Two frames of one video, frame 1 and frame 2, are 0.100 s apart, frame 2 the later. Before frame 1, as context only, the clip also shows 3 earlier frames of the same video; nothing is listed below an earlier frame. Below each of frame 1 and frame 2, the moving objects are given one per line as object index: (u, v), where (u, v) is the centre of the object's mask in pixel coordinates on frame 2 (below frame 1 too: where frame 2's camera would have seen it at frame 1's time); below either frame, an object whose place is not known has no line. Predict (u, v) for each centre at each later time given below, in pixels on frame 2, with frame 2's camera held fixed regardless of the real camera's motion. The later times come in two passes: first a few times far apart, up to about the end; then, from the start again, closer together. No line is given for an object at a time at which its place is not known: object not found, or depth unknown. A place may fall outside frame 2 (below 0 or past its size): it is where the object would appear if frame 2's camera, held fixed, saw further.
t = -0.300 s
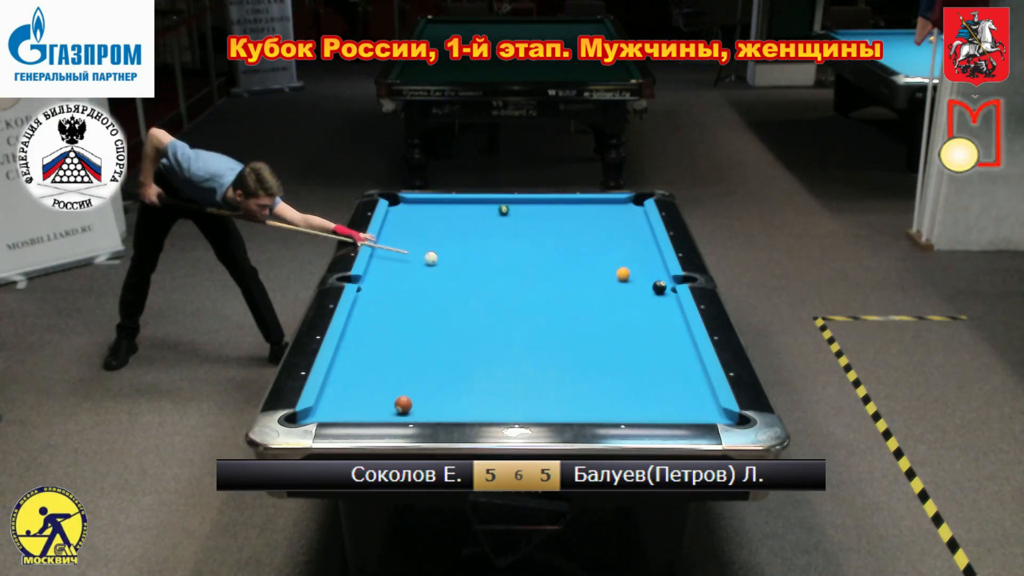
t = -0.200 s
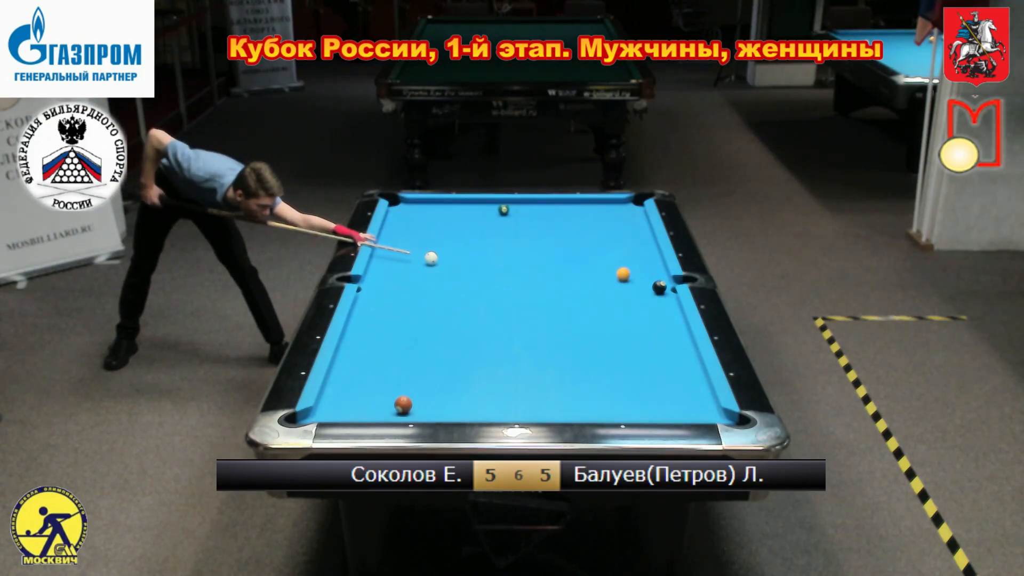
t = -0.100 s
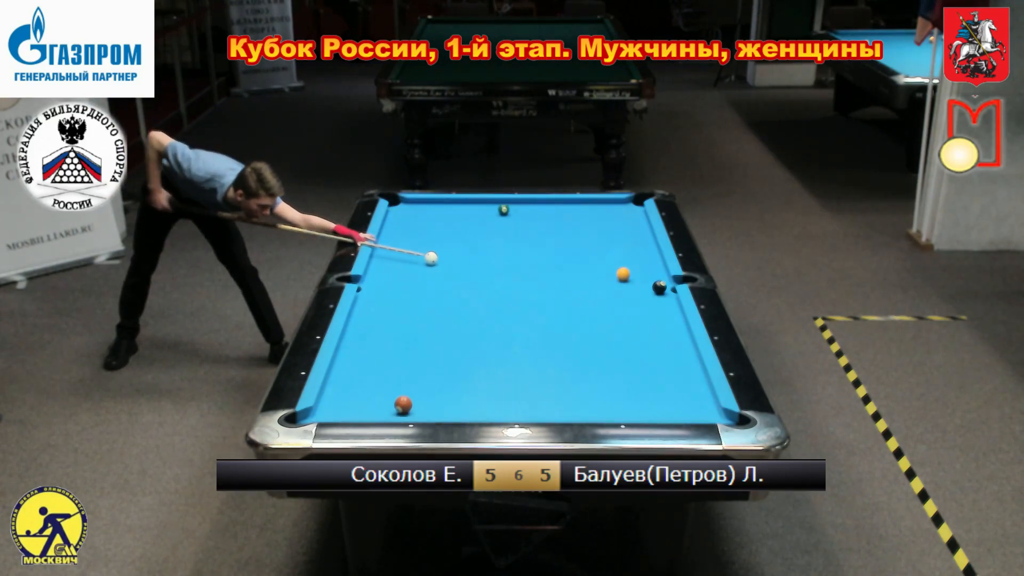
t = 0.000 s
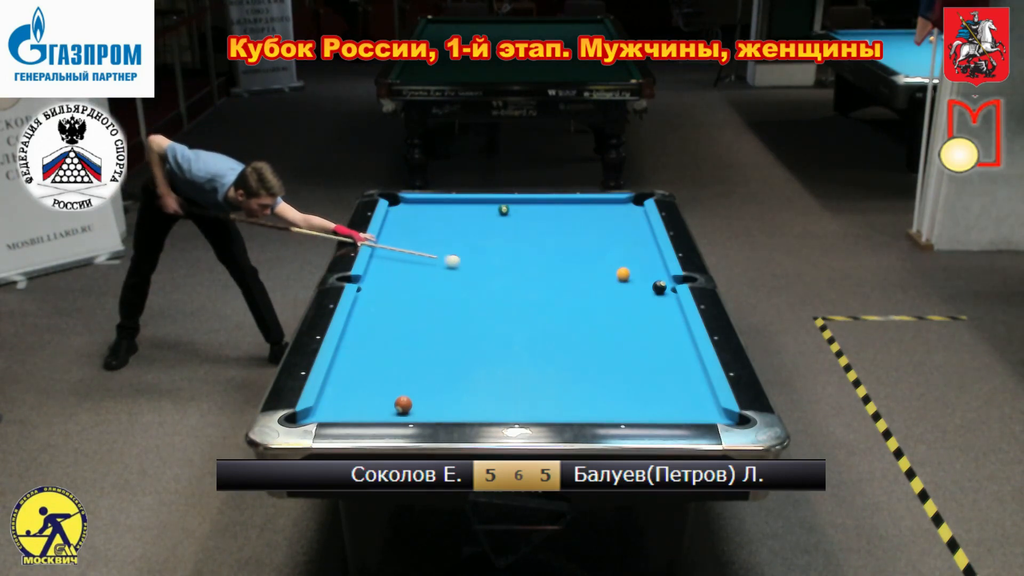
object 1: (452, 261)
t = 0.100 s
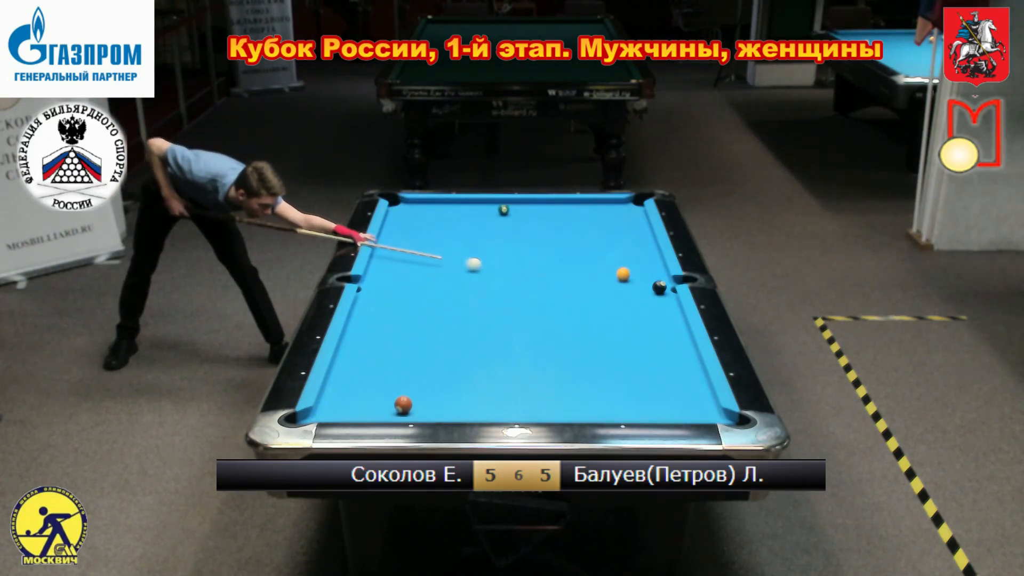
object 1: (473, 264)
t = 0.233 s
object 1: (502, 269)
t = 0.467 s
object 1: (553, 276)
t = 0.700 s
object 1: (605, 284)
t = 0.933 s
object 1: (653, 292)
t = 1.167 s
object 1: (665, 302)
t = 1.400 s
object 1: (652, 311)
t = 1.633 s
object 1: (639, 319)
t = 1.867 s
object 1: (627, 327)
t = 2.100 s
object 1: (613, 336)
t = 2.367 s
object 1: (599, 345)
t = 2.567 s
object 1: (588, 352)
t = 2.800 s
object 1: (576, 359)
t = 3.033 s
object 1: (564, 367)
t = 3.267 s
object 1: (552, 374)
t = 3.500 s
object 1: (541, 381)
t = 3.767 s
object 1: (528, 389)
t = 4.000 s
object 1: (517, 395)
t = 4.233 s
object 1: (507, 402)
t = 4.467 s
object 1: (497, 407)
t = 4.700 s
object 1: (488, 410)
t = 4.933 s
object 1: (480, 412)
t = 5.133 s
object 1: (477, 410)
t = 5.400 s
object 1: (473, 408)
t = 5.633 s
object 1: (470, 408)
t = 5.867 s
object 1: (468, 407)
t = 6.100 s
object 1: (467, 407)
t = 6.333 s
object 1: (467, 407)
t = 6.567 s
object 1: (468, 407)
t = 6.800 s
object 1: (468, 407)
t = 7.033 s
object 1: (468, 407)
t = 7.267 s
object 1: (468, 407)
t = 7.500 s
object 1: (468, 407)
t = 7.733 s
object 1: (468, 407)
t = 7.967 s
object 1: (467, 407)
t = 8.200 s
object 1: (467, 407)
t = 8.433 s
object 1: (468, 407)
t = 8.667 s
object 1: (468, 407)
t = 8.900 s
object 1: (467, 407)
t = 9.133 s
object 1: (467, 407)
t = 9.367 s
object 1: (467, 407)
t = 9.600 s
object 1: (467, 407)
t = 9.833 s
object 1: (467, 407)
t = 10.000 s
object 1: (467, 407)
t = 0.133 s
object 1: (480, 266)
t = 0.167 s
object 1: (488, 267)
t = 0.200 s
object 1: (495, 267)
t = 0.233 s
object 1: (502, 269)
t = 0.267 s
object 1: (509, 269)
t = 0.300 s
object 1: (516, 271)
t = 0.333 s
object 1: (524, 272)
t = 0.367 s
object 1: (531, 273)
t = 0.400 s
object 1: (538, 274)
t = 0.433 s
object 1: (546, 275)
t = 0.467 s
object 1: (553, 276)
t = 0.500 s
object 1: (560, 277)
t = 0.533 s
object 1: (568, 278)
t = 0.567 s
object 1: (575, 279)
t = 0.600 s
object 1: (582, 280)
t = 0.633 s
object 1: (590, 281)
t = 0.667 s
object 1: (597, 282)
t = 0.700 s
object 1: (605, 284)
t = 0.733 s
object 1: (612, 285)
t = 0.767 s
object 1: (619, 286)
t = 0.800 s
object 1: (628, 287)
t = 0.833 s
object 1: (635, 288)
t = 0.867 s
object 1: (642, 289)
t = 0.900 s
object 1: (649, 291)
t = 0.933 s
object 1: (653, 292)
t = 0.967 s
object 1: (658, 294)
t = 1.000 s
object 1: (663, 296)
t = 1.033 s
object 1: (667, 297)
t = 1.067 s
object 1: (671, 299)
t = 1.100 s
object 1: (669, 300)
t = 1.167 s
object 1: (665, 302)
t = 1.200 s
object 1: (663, 304)
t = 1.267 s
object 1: (660, 306)
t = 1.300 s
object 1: (658, 307)
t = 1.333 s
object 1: (656, 308)
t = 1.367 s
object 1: (654, 309)
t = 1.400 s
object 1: (652, 311)
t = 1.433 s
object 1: (650, 312)
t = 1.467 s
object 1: (648, 313)
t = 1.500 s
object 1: (647, 314)
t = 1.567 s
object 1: (643, 317)
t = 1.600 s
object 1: (641, 318)
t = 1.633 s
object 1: (639, 319)
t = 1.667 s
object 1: (637, 320)
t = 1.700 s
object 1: (636, 322)
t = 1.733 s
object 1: (634, 323)
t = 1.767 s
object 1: (632, 324)
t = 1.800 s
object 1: (630, 325)
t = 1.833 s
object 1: (628, 326)
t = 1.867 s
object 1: (627, 327)
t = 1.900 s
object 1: (624, 328)
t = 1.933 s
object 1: (623, 330)
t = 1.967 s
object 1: (621, 331)
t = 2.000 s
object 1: (619, 332)
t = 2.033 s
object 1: (617, 333)
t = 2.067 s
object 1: (615, 334)
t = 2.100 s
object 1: (613, 336)
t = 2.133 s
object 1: (612, 337)
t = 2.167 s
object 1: (610, 338)
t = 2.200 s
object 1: (608, 339)
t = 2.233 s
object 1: (606, 340)
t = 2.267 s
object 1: (604, 341)
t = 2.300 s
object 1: (603, 343)
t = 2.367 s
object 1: (599, 345)
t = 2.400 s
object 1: (597, 346)
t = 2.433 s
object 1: (595, 347)
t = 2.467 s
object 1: (594, 348)
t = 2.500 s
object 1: (592, 349)
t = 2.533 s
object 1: (590, 350)
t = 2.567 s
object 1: (588, 352)
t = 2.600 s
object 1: (586, 353)
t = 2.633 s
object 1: (585, 354)
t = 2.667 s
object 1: (583, 355)
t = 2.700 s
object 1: (581, 356)
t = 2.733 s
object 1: (579, 357)
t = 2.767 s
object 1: (578, 358)
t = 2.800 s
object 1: (576, 359)
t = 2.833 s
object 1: (574, 360)
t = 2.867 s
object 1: (572, 362)
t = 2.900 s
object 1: (571, 362)
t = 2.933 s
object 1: (569, 364)
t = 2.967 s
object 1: (567, 365)
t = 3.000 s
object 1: (566, 366)
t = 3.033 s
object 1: (564, 367)
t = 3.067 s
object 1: (562, 368)
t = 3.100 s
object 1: (560, 369)
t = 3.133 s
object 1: (559, 370)
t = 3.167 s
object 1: (557, 371)
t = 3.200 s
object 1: (555, 372)
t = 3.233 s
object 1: (554, 373)
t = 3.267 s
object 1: (552, 374)
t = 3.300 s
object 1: (551, 375)
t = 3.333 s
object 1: (549, 376)
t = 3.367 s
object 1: (547, 377)
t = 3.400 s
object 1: (545, 378)
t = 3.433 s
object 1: (544, 379)
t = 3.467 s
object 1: (542, 380)
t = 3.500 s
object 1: (541, 381)
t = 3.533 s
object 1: (539, 382)
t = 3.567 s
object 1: (537, 383)
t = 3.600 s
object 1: (536, 384)
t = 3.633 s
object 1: (534, 385)
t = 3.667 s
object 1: (532, 386)
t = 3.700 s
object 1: (531, 387)
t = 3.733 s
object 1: (529, 388)
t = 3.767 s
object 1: (528, 389)
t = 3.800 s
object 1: (526, 390)
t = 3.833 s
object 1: (525, 391)
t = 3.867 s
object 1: (523, 392)
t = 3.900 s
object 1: (522, 393)
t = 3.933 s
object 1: (520, 394)
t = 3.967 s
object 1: (519, 395)
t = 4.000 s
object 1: (517, 395)
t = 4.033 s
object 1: (515, 396)
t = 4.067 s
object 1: (514, 397)
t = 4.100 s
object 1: (512, 398)
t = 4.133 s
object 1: (511, 399)
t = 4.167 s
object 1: (510, 400)
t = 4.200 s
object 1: (508, 401)
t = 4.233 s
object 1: (507, 402)
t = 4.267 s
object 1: (505, 402)
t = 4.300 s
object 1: (504, 403)
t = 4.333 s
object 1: (502, 404)
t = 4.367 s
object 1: (501, 405)
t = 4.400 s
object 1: (500, 406)
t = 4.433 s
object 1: (498, 407)
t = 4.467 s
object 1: (497, 407)
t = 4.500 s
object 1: (496, 407)
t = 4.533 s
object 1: (495, 408)
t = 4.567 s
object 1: (493, 408)
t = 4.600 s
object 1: (492, 409)
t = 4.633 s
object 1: (490, 409)
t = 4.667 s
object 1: (489, 410)
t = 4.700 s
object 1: (488, 410)
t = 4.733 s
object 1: (486, 411)
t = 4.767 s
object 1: (485, 411)
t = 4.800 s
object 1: (484, 412)
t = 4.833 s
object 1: (483, 412)
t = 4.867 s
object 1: (482, 412)
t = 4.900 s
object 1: (481, 412)
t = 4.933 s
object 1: (480, 412)
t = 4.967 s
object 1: (480, 411)
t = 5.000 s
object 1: (479, 411)
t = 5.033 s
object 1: (478, 411)
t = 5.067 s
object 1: (478, 411)
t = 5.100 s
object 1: (477, 410)
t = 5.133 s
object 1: (477, 410)
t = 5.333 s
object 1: (473, 409)
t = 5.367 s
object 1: (473, 409)
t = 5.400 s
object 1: (473, 408)
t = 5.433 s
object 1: (472, 408)
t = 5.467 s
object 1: (472, 408)
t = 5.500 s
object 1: (471, 408)
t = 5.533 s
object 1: (471, 408)
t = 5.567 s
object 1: (471, 408)
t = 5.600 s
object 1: (470, 408)
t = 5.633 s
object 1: (470, 408)
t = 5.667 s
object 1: (469, 408)
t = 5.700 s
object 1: (469, 408)
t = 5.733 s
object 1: (469, 407)
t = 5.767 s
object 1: (469, 407)
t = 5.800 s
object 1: (469, 407)
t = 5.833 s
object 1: (468, 407)
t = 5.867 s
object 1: (468, 407)
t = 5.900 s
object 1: (468, 407)
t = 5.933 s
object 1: (468, 407)
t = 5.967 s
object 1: (468, 407)
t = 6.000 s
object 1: (467, 407)
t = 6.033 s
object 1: (467, 407)
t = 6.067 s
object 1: (467, 407)
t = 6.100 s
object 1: (467, 407)
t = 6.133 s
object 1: (467, 407)
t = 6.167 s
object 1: (467, 407)
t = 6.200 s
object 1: (467, 407)
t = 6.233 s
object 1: (467, 407)
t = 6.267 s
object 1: (467, 407)
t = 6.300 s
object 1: (467, 407)
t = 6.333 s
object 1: (467, 407)
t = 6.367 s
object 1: (467, 407)
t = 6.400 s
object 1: (467, 407)
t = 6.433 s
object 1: (467, 407)
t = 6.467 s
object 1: (467, 407)
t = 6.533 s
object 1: (468, 407)
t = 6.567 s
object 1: (468, 407)
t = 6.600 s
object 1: (468, 407)
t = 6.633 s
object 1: (468, 407)
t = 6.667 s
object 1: (468, 406)
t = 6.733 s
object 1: (468, 407)
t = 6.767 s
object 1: (468, 407)
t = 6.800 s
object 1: (468, 407)
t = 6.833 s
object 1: (468, 407)
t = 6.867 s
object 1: (468, 407)
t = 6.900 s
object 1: (468, 406)
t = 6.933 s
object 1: (468, 407)
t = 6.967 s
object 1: (468, 407)
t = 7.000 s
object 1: (468, 407)
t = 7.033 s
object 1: (468, 407)
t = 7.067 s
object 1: (468, 407)
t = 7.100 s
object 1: (468, 407)
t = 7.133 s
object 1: (468, 407)
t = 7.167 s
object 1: (468, 407)
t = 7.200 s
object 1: (468, 407)
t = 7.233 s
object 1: (468, 406)
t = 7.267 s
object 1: (468, 407)
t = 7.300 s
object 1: (468, 407)
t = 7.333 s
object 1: (468, 407)
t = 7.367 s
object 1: (468, 407)
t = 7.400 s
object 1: (468, 406)
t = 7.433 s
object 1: (468, 407)
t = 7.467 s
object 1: (468, 407)
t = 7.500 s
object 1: (468, 407)
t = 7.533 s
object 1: (468, 407)
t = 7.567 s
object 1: (468, 407)
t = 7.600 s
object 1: (468, 407)
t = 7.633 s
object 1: (468, 407)
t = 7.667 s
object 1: (467, 407)
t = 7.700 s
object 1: (467, 407)
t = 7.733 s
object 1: (468, 407)
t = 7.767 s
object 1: (467, 407)
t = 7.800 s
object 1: (467, 407)
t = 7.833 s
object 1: (467, 407)
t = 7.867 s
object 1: (467, 407)
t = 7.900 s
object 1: (468, 407)
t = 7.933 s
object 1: (468, 407)
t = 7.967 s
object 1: (467, 407)
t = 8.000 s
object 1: (467, 407)
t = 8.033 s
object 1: (467, 407)
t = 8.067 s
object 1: (468, 407)
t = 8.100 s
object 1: (468, 407)
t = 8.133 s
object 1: (468, 407)
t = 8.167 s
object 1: (467, 407)
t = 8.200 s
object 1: (467, 407)
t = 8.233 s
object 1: (468, 407)
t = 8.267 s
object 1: (467, 407)
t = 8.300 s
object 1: (468, 407)
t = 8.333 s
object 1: (467, 407)
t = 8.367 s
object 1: (467, 407)
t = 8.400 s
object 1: (467, 407)
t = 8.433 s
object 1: (468, 407)
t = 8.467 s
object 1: (468, 407)
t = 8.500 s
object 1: (468, 407)
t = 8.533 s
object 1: (468, 407)
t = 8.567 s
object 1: (467, 407)
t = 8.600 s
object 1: (468, 407)
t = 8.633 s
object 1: (468, 407)
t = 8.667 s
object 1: (468, 407)
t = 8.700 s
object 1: (467, 407)
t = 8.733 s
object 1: (467, 407)
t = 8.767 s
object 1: (468, 407)
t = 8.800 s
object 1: (467, 407)
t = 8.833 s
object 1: (467, 407)
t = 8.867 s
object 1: (467, 407)
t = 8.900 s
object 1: (467, 407)
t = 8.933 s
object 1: (467, 407)
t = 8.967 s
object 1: (468, 406)
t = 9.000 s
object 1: (467, 407)
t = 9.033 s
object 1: (467, 407)
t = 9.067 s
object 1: (467, 407)
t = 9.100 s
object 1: (467, 407)
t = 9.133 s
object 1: (467, 407)
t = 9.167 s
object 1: (467, 407)
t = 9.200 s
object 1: (467, 407)
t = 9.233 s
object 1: (467, 407)
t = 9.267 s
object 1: (467, 407)
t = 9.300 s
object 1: (467, 407)
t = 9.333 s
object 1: (467, 407)
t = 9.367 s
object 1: (467, 407)
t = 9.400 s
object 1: (467, 407)
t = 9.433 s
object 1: (467, 407)
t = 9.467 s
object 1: (467, 407)
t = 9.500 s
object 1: (467, 407)
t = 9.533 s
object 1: (467, 407)
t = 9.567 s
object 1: (467, 407)
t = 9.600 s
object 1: (467, 407)
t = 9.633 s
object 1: (467, 407)
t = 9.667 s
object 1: (467, 407)
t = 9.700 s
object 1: (467, 407)
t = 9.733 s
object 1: (467, 407)
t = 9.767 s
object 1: (467, 407)
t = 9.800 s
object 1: (467, 407)
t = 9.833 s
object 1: (467, 407)
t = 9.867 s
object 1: (467, 407)
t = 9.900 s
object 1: (467, 407)
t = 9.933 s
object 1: (467, 407)
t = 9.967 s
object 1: (467, 407)
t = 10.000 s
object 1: (467, 407)
